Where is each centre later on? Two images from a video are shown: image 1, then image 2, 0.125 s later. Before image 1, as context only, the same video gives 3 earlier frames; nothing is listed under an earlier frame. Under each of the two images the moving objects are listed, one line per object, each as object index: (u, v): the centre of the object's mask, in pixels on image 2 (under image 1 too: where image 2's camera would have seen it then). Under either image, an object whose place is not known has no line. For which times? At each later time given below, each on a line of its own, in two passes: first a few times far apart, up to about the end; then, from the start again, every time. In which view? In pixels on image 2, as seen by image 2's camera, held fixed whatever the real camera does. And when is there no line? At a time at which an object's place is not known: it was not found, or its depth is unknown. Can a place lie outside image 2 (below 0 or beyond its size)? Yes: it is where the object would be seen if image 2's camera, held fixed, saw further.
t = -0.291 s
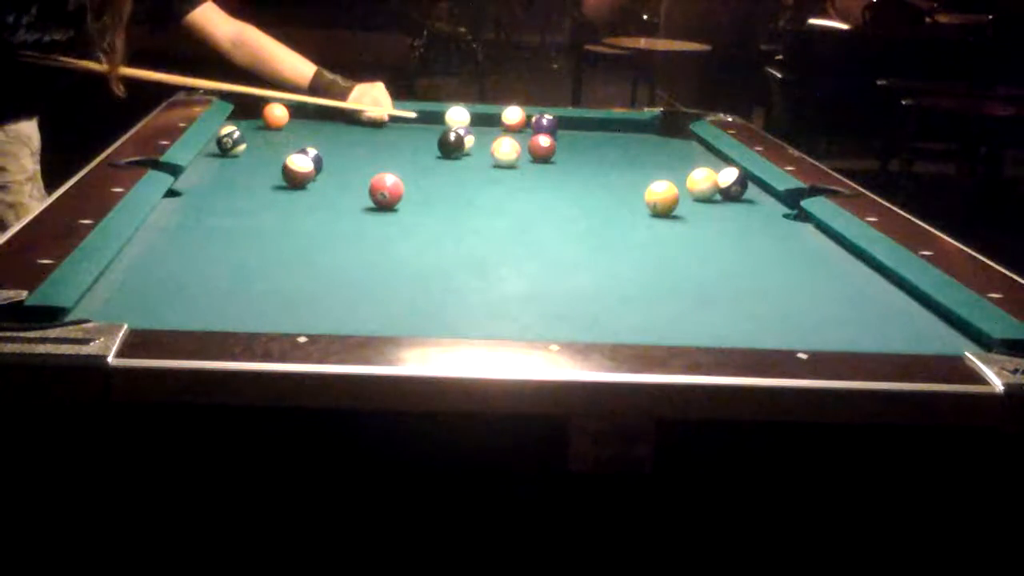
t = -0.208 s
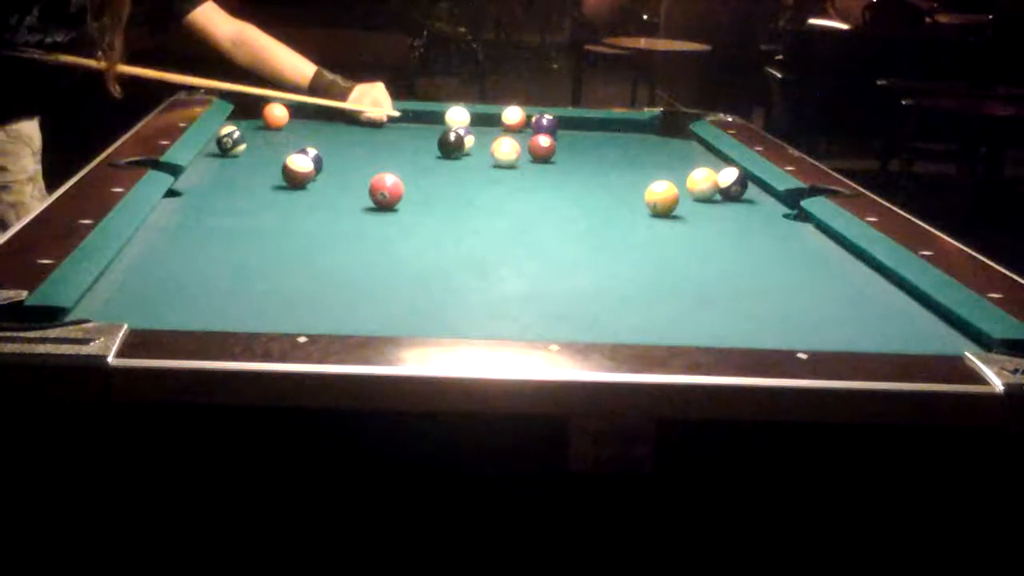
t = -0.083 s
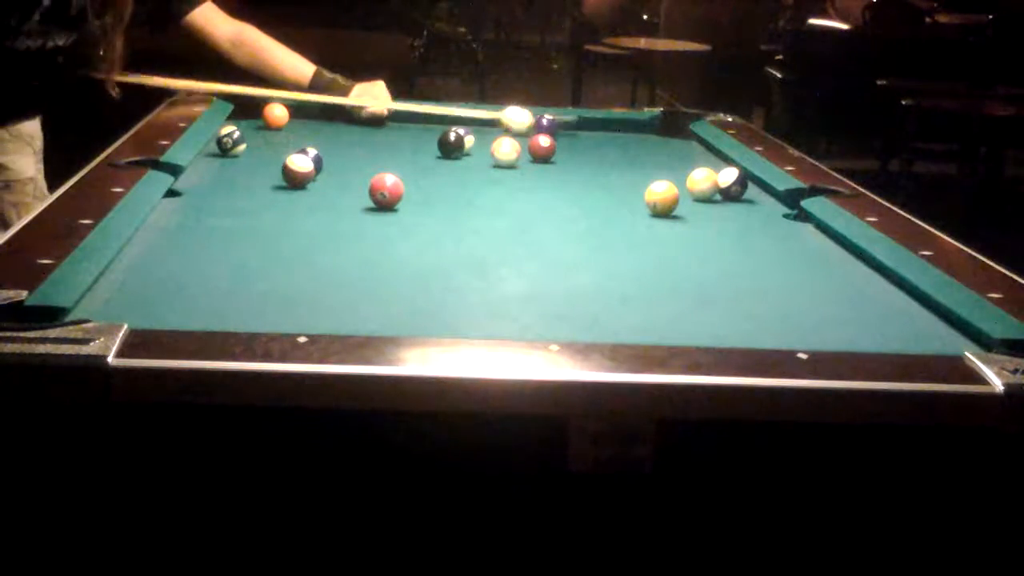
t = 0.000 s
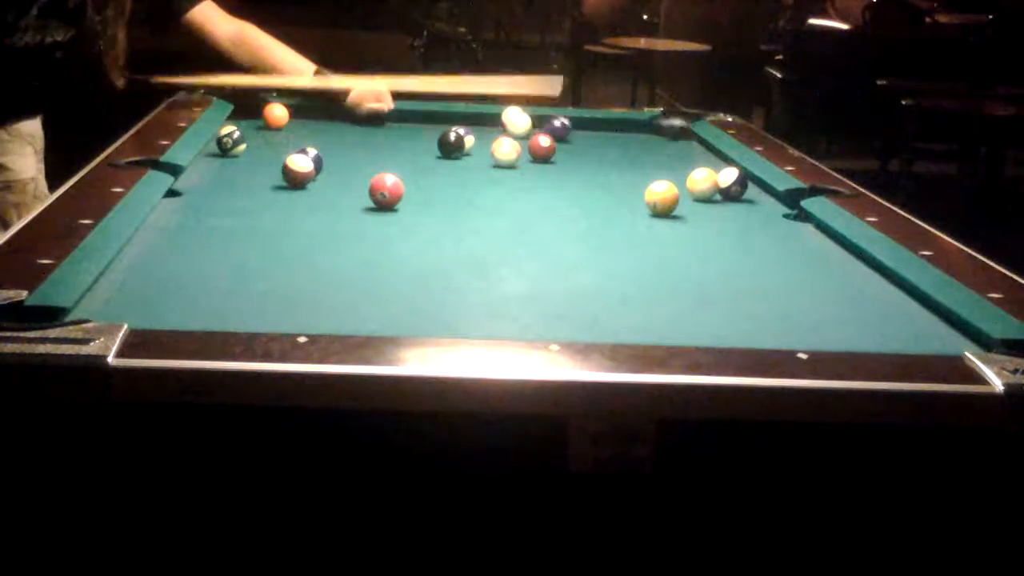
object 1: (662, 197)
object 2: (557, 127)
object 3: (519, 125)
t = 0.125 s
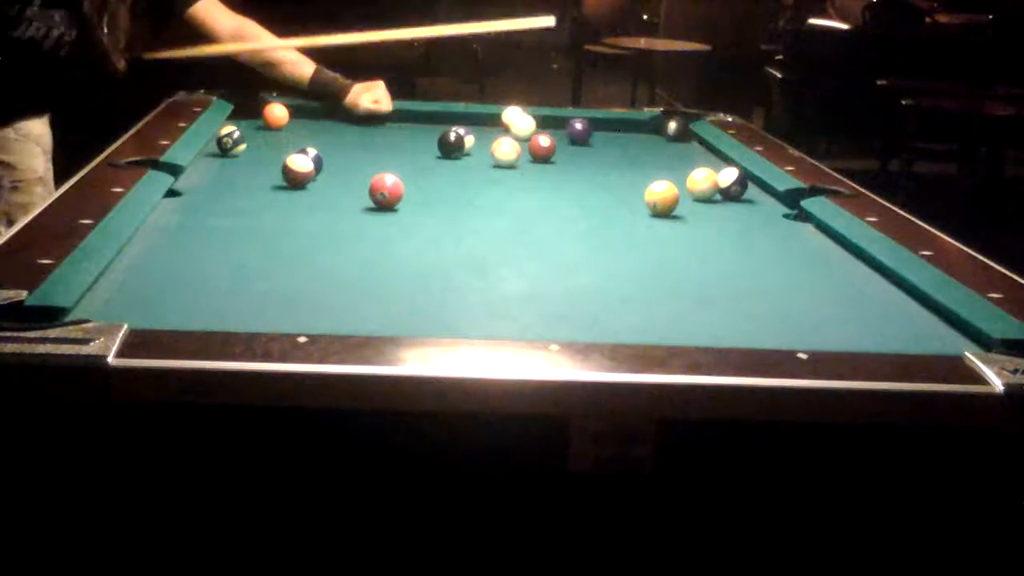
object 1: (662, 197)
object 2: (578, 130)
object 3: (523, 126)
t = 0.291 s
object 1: (661, 197)
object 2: (606, 135)
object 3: (539, 126)
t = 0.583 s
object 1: (661, 197)
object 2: (619, 144)
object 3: (568, 134)
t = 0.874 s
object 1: (661, 197)
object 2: (622, 154)
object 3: (596, 139)
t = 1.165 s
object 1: (661, 197)
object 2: (624, 166)
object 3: (620, 141)
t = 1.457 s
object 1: (661, 198)
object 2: (627, 177)
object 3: (645, 146)
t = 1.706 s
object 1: (661, 197)
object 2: (629, 186)
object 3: (663, 150)
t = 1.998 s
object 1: (669, 198)
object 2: (624, 196)
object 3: (680, 154)
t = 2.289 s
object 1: (687, 202)
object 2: (605, 204)
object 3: (691, 156)
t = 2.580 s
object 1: (701, 204)
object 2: (585, 211)
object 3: (700, 156)
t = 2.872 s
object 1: (711, 206)
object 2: (566, 218)
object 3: (708, 157)
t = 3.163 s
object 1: (716, 207)
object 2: (548, 225)
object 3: (715, 158)
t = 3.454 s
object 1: (717, 207)
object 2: (532, 230)
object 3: (717, 159)
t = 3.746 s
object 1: (716, 208)
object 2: (518, 236)
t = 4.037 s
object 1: (716, 208)
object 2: (505, 240)
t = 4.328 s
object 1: (716, 207)
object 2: (495, 244)
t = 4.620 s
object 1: (716, 207)
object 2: (486, 247)
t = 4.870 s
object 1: (716, 207)
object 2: (481, 249)
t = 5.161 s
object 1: (716, 207)
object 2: (477, 250)
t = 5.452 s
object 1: (716, 207)
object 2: (477, 250)
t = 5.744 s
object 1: (716, 207)
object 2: (477, 250)
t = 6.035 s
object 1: (716, 207)
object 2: (477, 250)
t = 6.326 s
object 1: (716, 207)
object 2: (477, 249)
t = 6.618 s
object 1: (716, 207)
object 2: (477, 249)
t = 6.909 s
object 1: (716, 207)
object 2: (477, 250)
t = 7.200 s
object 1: (716, 207)
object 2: (477, 249)
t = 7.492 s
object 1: (717, 207)
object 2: (477, 250)
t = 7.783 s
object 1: (717, 207)
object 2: (477, 250)
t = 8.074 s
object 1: (717, 207)
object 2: (477, 250)
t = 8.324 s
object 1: (716, 207)
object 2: (477, 249)
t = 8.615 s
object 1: (716, 207)
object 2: (477, 249)
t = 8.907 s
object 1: (716, 207)
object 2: (477, 250)
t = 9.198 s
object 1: (716, 207)
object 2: (477, 250)
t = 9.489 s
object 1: (716, 207)
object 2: (477, 250)
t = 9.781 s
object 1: (716, 207)
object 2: (477, 250)
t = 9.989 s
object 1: (716, 207)
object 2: (477, 250)
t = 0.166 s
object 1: (661, 197)
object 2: (586, 131)
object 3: (526, 126)
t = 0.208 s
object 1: (661, 197)
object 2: (593, 133)
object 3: (530, 127)
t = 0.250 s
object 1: (661, 197)
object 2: (600, 133)
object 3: (535, 126)
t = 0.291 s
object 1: (661, 197)
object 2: (606, 135)
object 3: (539, 126)
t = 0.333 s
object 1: (661, 197)
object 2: (613, 136)
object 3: (544, 127)
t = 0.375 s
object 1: (661, 197)
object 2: (620, 137)
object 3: (549, 128)
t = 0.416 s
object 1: (661, 197)
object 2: (620, 138)
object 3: (553, 129)
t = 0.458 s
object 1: (661, 197)
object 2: (619, 140)
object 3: (557, 131)
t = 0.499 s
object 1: (661, 197)
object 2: (619, 141)
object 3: (561, 132)
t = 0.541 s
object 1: (661, 197)
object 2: (619, 143)
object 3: (564, 133)
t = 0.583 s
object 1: (661, 197)
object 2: (619, 144)
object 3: (568, 134)
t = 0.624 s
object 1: (661, 197)
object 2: (620, 146)
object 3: (572, 135)
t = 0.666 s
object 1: (661, 197)
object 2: (620, 147)
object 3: (576, 135)
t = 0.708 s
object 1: (661, 197)
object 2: (620, 148)
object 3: (580, 136)
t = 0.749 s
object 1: (661, 197)
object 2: (621, 149)
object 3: (584, 137)
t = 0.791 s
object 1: (661, 197)
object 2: (621, 151)
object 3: (588, 137)
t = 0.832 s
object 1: (661, 197)
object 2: (621, 153)
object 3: (591, 138)
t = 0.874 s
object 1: (661, 197)
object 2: (622, 154)
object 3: (596, 139)
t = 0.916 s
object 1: (661, 197)
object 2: (622, 155)
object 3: (599, 140)
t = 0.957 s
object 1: (661, 197)
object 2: (622, 158)
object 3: (602, 140)
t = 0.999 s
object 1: (661, 197)
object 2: (623, 159)
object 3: (606, 140)
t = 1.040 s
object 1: (661, 197)
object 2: (623, 161)
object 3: (609, 140)
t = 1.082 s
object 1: (661, 198)
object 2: (623, 162)
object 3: (613, 140)
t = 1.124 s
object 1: (661, 198)
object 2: (624, 163)
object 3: (617, 141)
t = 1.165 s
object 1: (661, 197)
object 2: (624, 166)
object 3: (620, 141)
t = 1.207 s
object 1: (661, 197)
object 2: (624, 167)
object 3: (624, 142)
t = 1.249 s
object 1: (661, 198)
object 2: (625, 168)
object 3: (627, 142)
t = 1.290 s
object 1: (661, 198)
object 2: (625, 170)
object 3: (631, 143)
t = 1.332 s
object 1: (661, 198)
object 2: (625, 172)
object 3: (634, 144)
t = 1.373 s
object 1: (661, 198)
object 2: (626, 174)
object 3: (638, 146)
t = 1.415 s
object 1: (661, 198)
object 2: (626, 175)
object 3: (641, 145)
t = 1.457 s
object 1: (661, 198)
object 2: (627, 177)
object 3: (645, 146)
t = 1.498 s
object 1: (662, 198)
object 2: (627, 178)
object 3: (647, 147)
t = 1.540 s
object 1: (662, 197)
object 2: (627, 180)
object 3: (650, 148)
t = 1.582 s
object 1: (662, 197)
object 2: (628, 181)
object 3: (654, 149)
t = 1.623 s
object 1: (661, 197)
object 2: (628, 183)
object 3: (657, 149)
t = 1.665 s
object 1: (661, 197)
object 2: (629, 184)
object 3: (660, 150)
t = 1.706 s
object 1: (661, 197)
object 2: (629, 186)
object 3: (663, 150)
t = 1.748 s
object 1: (662, 197)
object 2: (630, 187)
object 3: (665, 151)
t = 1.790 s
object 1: (661, 198)
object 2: (630, 189)
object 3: (668, 151)
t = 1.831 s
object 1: (661, 198)
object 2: (630, 191)
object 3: (671, 152)
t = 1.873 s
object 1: (661, 198)
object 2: (630, 193)
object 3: (674, 152)
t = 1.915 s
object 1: (663, 198)
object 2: (630, 194)
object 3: (676, 153)
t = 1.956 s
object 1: (666, 198)
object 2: (627, 195)
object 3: (678, 154)
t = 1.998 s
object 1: (669, 198)
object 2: (624, 196)
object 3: (680, 154)
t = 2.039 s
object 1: (672, 199)
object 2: (621, 197)
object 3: (682, 154)
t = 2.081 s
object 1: (674, 199)
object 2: (619, 198)
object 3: (683, 154)
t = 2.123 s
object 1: (677, 200)
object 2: (616, 199)
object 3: (685, 155)
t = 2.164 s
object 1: (679, 200)
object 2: (613, 201)
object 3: (687, 155)
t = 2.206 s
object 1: (682, 201)
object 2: (610, 202)
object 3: (688, 156)
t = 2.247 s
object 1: (684, 202)
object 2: (607, 203)
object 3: (689, 156)
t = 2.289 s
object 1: (687, 202)
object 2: (605, 204)
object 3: (691, 156)
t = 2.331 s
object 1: (689, 202)
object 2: (602, 205)
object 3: (692, 156)
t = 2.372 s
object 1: (691, 203)
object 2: (599, 206)
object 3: (693, 156)
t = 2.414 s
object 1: (693, 203)
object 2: (596, 207)
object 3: (695, 156)
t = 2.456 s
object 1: (695, 203)
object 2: (593, 208)
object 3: (696, 156)
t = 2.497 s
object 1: (697, 204)
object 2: (591, 209)
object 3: (697, 156)
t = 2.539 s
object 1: (699, 203)
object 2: (588, 210)
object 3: (699, 156)
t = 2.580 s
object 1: (701, 204)
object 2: (585, 211)
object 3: (700, 156)
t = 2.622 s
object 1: (703, 204)
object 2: (582, 212)
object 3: (702, 156)
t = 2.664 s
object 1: (704, 204)
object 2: (580, 213)
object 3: (703, 156)
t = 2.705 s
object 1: (706, 204)
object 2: (577, 214)
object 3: (704, 157)
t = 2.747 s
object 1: (707, 205)
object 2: (574, 215)
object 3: (706, 157)
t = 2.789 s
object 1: (708, 205)
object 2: (572, 216)
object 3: (706, 157)
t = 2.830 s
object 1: (710, 206)
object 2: (569, 217)
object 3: (707, 157)
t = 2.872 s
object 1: (711, 206)
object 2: (566, 218)
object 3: (708, 157)
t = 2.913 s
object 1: (712, 206)
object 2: (563, 219)
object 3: (709, 157)
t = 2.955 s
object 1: (713, 206)
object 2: (561, 220)
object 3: (710, 157)
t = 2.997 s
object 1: (714, 206)
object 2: (558, 221)
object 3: (711, 157)
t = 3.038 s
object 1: (714, 207)
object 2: (556, 222)
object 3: (712, 158)
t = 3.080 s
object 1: (715, 207)
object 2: (553, 223)
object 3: (713, 158)
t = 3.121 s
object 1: (716, 207)
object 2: (551, 224)
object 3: (714, 158)
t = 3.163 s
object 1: (716, 207)
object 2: (548, 225)
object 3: (715, 158)
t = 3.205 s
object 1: (717, 207)
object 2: (546, 225)
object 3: (715, 158)
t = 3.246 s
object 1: (717, 207)
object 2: (544, 226)
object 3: (716, 158)
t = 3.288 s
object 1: (717, 207)
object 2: (541, 227)
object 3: (716, 159)
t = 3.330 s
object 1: (717, 207)
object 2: (539, 228)
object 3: (716, 159)
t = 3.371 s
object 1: (717, 207)
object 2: (537, 229)
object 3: (717, 159)
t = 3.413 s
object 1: (717, 207)
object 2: (535, 229)
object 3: (717, 158)
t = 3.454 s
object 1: (717, 207)
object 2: (532, 230)
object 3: (717, 159)
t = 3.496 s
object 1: (717, 208)
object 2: (530, 231)
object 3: (717, 159)
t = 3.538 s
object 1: (717, 208)
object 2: (528, 232)
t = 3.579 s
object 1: (717, 208)
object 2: (526, 233)
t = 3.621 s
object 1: (716, 208)
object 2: (524, 234)
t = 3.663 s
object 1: (716, 208)
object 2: (521, 234)
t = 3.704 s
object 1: (716, 207)
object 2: (520, 235)
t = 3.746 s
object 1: (716, 208)
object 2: (518, 236)
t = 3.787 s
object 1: (716, 207)
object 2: (516, 237)
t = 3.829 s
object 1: (716, 207)
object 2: (514, 237)
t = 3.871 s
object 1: (716, 207)
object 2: (512, 238)
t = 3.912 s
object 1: (716, 208)
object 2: (510, 239)
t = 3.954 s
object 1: (716, 208)
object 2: (509, 239)
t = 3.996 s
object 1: (716, 208)
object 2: (507, 240)
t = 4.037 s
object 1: (716, 208)
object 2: (505, 240)
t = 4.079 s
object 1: (716, 208)
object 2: (503, 241)
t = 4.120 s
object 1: (716, 208)
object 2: (502, 242)
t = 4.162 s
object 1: (716, 207)
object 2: (500, 242)
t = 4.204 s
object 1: (716, 207)
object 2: (499, 243)
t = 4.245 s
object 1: (716, 207)
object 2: (498, 243)
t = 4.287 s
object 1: (716, 207)
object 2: (496, 244)
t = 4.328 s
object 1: (716, 207)
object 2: (495, 244)
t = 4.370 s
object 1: (716, 207)
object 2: (493, 245)
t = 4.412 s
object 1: (716, 207)
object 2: (492, 245)
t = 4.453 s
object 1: (716, 207)
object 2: (491, 245)
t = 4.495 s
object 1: (716, 207)
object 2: (490, 246)
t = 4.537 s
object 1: (716, 207)
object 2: (488, 246)
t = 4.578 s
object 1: (716, 207)
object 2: (487, 247)
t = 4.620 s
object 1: (716, 207)
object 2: (486, 247)
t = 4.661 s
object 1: (716, 207)
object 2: (485, 247)
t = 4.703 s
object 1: (716, 207)
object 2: (484, 247)
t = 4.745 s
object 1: (716, 207)
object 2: (484, 248)
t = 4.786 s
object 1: (716, 207)
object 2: (483, 248)
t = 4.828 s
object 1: (716, 207)
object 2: (482, 248)
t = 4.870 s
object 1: (716, 207)
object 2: (481, 249)
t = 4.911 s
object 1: (716, 207)
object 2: (480, 249)
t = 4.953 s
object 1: (716, 207)
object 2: (480, 249)
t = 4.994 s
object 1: (716, 207)
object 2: (479, 249)
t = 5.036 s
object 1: (716, 207)
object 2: (478, 250)
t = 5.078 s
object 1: (716, 207)
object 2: (477, 250)
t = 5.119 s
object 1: (716, 207)
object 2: (477, 250)
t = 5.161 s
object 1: (716, 207)
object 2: (477, 250)
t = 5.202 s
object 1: (716, 207)
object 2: (477, 249)
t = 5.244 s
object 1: (716, 207)
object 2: (477, 250)
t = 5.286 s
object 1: (716, 207)
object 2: (477, 250)
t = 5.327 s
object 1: (716, 207)
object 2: (477, 250)
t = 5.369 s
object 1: (716, 207)
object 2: (477, 250)
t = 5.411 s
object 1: (716, 207)
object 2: (477, 250)
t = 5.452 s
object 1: (716, 207)
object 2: (477, 250)
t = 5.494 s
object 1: (716, 207)
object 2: (477, 249)
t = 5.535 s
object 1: (716, 207)
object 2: (477, 250)
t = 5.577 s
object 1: (716, 207)
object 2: (477, 250)
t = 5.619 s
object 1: (716, 207)
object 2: (477, 250)
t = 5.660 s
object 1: (716, 207)
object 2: (477, 250)
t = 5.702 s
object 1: (716, 207)
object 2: (477, 250)
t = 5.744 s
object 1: (716, 207)
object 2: (477, 250)
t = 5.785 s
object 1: (716, 207)
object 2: (477, 250)
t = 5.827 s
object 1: (716, 207)
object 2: (477, 250)
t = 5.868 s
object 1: (716, 207)
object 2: (477, 250)
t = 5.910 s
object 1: (716, 207)
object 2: (477, 250)
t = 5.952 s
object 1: (716, 207)
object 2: (477, 250)
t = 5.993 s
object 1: (716, 207)
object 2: (477, 250)
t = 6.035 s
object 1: (716, 207)
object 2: (477, 250)
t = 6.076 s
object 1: (716, 207)
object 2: (477, 250)
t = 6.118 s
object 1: (716, 207)
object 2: (477, 250)
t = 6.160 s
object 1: (716, 207)
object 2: (477, 250)
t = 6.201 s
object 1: (716, 207)
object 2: (477, 250)
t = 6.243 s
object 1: (717, 207)
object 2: (477, 249)
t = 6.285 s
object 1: (716, 207)
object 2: (477, 249)
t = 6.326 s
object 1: (716, 207)
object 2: (477, 249)
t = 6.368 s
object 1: (716, 207)
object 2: (477, 249)
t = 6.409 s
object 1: (716, 207)
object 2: (477, 249)
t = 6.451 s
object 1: (716, 207)
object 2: (477, 249)
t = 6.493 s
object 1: (716, 207)
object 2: (477, 249)
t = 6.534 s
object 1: (716, 207)
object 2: (477, 249)
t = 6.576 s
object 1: (716, 207)
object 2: (477, 249)
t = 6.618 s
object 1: (716, 207)
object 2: (477, 249)
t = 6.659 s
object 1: (716, 207)
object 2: (477, 249)
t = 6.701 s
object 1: (716, 207)
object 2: (477, 249)
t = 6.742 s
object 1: (716, 207)
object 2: (477, 249)
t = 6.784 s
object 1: (717, 207)
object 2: (477, 249)
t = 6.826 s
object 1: (716, 207)
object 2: (477, 250)
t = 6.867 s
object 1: (716, 207)
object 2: (477, 250)
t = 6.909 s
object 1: (716, 207)
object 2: (477, 250)
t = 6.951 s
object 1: (716, 207)
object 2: (477, 250)
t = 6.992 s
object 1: (716, 207)
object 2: (477, 250)
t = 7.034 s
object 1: (716, 207)
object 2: (477, 250)
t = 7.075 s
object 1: (716, 207)
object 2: (477, 249)
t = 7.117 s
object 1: (716, 207)
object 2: (477, 249)
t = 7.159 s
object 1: (716, 207)
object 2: (477, 249)
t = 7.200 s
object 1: (716, 207)
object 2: (477, 249)
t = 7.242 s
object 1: (716, 207)
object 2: (477, 249)
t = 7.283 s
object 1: (716, 207)
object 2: (477, 249)
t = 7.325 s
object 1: (716, 207)
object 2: (477, 249)
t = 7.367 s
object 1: (716, 207)
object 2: (477, 249)
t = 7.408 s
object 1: (716, 207)
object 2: (477, 249)
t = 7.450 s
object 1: (716, 207)
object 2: (477, 249)
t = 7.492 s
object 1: (717, 207)
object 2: (477, 250)
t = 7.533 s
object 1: (717, 207)
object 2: (477, 250)
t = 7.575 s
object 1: (717, 207)
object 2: (477, 250)
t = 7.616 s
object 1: (717, 207)
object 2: (477, 250)
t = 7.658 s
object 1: (716, 207)
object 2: (477, 250)
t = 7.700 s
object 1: (716, 207)
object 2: (477, 250)
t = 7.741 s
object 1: (717, 207)
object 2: (477, 250)
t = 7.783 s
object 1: (717, 207)
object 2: (477, 250)
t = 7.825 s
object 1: (717, 207)
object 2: (477, 250)
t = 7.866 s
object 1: (717, 207)
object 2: (477, 250)
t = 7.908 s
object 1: (717, 207)
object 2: (477, 250)
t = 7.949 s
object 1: (717, 207)
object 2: (477, 250)
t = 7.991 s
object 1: (717, 207)
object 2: (477, 250)
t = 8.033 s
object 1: (717, 207)
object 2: (477, 250)
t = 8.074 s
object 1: (717, 207)
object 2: (477, 250)
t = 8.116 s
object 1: (717, 207)
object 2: (477, 250)
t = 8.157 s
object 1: (716, 207)
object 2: (477, 249)
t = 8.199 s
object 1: (716, 207)
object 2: (477, 249)
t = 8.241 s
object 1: (716, 207)
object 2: (477, 249)
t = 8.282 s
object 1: (716, 207)
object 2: (477, 249)
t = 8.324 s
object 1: (716, 207)
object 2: (477, 249)
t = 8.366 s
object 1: (716, 207)
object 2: (477, 249)
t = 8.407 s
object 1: (716, 207)
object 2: (477, 249)
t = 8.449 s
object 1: (716, 207)
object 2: (477, 249)
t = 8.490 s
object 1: (716, 207)
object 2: (477, 249)
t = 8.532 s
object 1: (716, 207)
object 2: (477, 249)
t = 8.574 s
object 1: (716, 207)
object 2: (477, 249)
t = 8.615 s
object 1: (716, 207)
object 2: (477, 249)
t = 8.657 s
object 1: (716, 207)
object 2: (477, 249)
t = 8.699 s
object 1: (716, 207)
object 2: (477, 249)
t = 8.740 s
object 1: (716, 207)
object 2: (477, 249)
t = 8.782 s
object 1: (716, 207)
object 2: (477, 249)
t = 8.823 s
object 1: (717, 208)
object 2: (477, 249)
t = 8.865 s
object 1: (716, 207)
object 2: (477, 250)
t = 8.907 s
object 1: (716, 207)
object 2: (477, 250)
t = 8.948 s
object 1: (716, 207)
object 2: (477, 250)
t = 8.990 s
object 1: (716, 207)
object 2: (477, 250)
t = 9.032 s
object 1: (716, 207)
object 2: (477, 250)
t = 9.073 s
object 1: (716, 207)
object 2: (477, 250)
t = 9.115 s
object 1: (716, 207)
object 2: (477, 250)
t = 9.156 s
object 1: (716, 207)
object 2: (477, 250)
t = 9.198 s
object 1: (716, 207)
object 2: (477, 250)
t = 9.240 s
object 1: (716, 207)
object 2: (477, 250)
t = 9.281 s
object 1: (716, 207)
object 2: (477, 250)
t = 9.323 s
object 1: (716, 207)
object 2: (477, 250)
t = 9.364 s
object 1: (716, 207)
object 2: (477, 250)
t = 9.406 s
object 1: (716, 207)
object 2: (477, 250)
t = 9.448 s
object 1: (716, 207)
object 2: (477, 250)
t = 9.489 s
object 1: (716, 207)
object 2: (477, 250)
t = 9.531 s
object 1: (716, 207)
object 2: (477, 250)
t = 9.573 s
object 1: (716, 207)
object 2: (477, 250)
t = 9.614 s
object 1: (716, 207)
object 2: (477, 250)
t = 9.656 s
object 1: (716, 207)
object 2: (477, 250)
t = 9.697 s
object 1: (716, 207)
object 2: (477, 250)
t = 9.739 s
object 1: (716, 207)
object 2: (477, 250)
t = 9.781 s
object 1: (716, 207)
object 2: (477, 250)
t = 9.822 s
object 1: (716, 207)
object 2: (477, 250)
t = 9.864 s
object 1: (716, 207)
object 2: (477, 249)
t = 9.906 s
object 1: (716, 207)
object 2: (477, 249)
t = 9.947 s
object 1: (716, 207)
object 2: (477, 250)
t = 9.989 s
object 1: (716, 207)
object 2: (477, 250)
